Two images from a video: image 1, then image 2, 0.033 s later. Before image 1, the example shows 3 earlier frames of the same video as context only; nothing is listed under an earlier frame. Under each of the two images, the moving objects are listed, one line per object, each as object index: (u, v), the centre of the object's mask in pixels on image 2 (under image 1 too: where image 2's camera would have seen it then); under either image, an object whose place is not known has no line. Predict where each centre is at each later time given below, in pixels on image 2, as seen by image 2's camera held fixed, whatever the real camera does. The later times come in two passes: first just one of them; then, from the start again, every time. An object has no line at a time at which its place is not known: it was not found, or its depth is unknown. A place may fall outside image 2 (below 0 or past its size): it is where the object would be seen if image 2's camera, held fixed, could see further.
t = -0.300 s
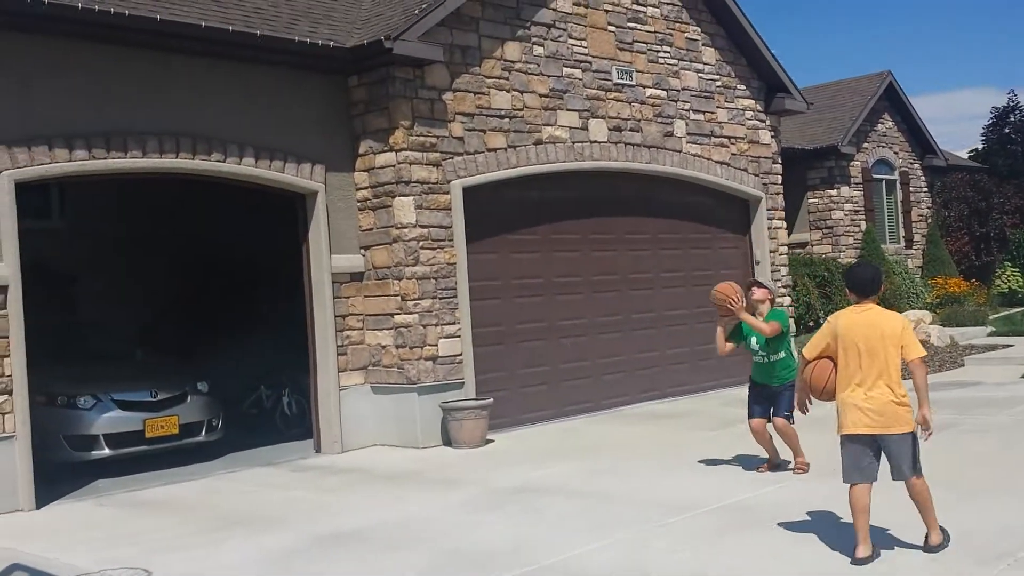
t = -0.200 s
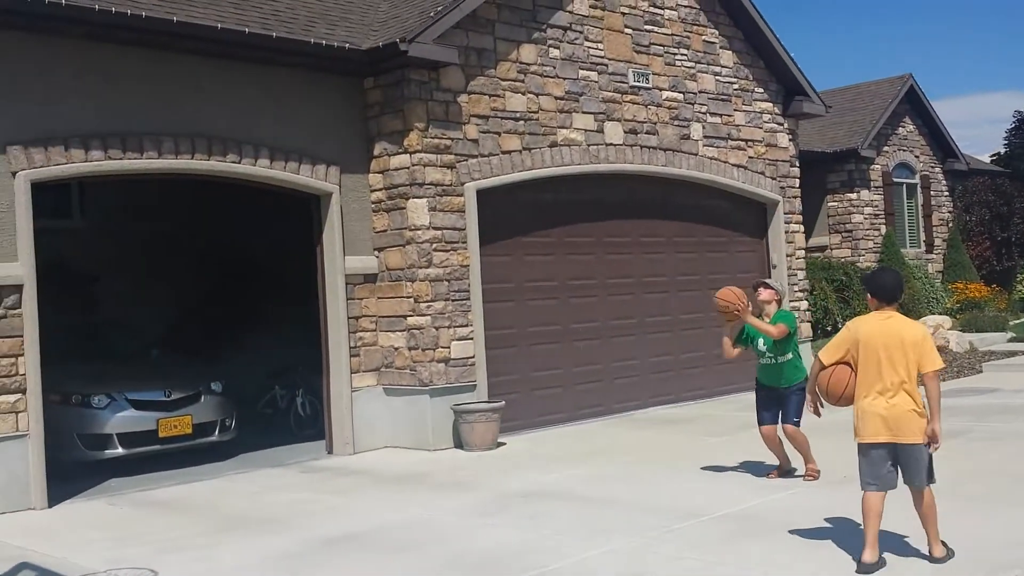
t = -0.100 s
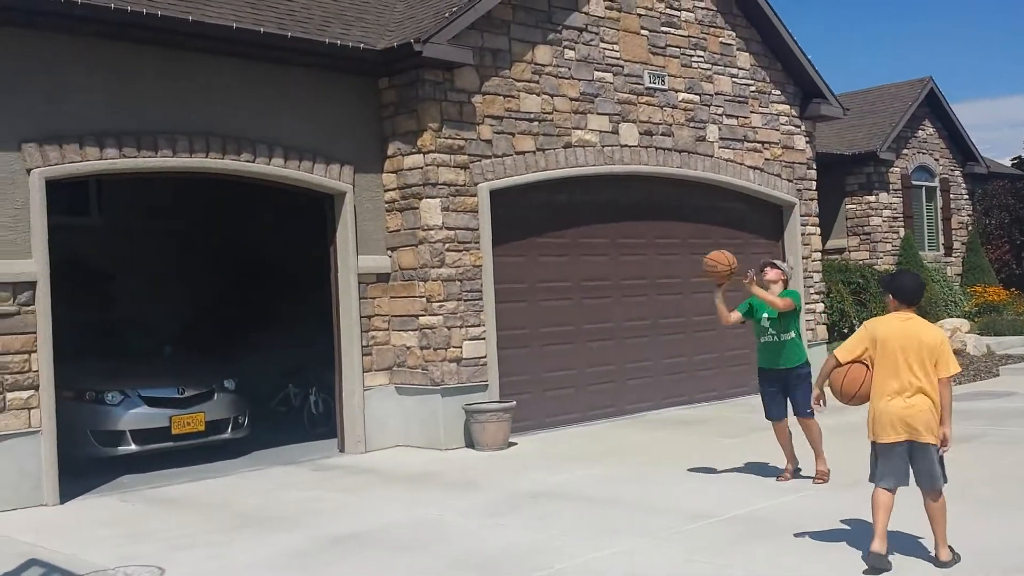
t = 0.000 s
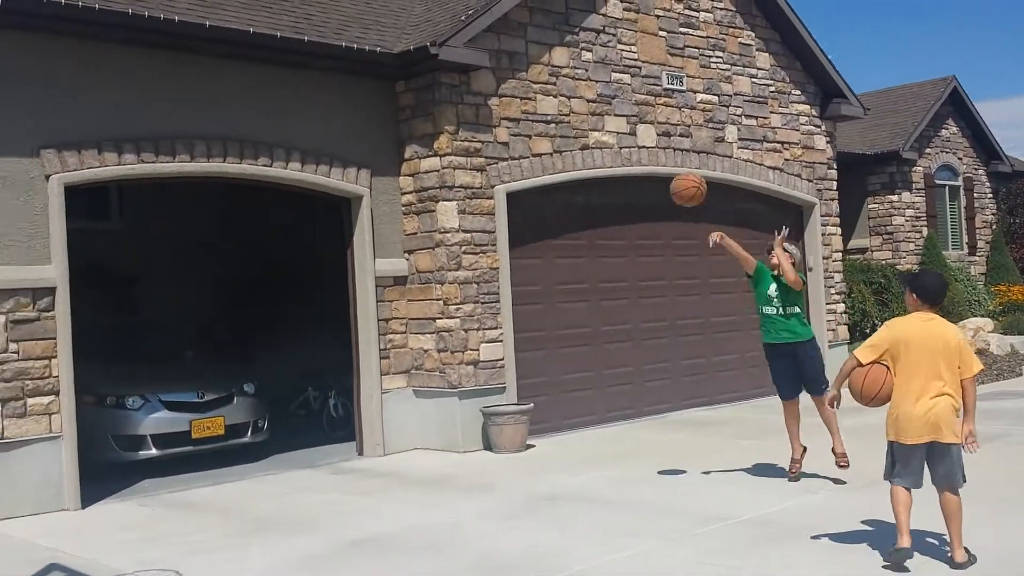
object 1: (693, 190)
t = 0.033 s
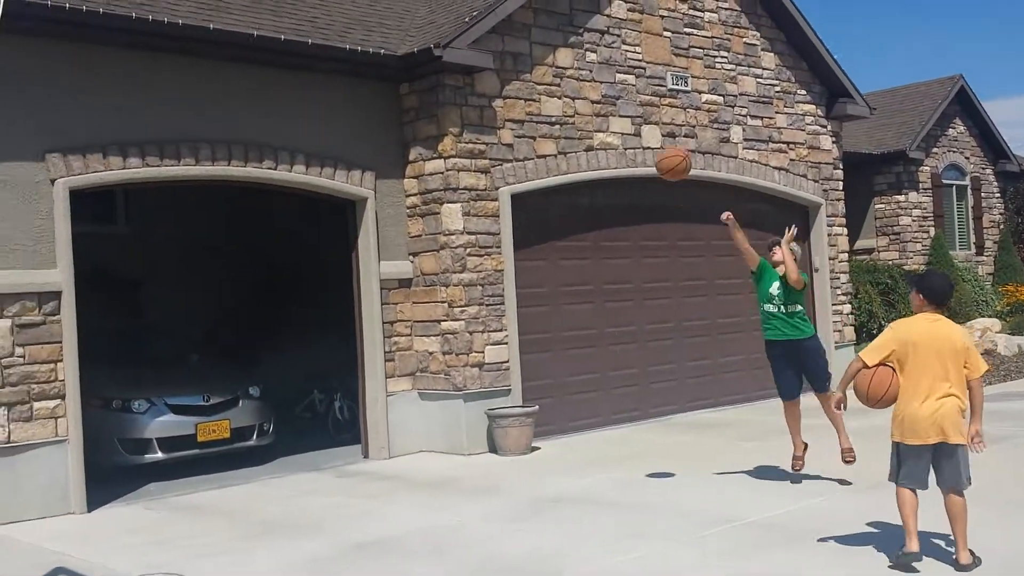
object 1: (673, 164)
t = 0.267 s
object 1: (524, 1)
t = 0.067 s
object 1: (654, 138)
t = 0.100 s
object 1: (633, 113)
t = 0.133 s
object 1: (613, 88)
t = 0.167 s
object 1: (592, 64)
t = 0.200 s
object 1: (570, 42)
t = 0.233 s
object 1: (547, 21)
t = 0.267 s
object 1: (524, 1)
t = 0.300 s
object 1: (499, -20)
